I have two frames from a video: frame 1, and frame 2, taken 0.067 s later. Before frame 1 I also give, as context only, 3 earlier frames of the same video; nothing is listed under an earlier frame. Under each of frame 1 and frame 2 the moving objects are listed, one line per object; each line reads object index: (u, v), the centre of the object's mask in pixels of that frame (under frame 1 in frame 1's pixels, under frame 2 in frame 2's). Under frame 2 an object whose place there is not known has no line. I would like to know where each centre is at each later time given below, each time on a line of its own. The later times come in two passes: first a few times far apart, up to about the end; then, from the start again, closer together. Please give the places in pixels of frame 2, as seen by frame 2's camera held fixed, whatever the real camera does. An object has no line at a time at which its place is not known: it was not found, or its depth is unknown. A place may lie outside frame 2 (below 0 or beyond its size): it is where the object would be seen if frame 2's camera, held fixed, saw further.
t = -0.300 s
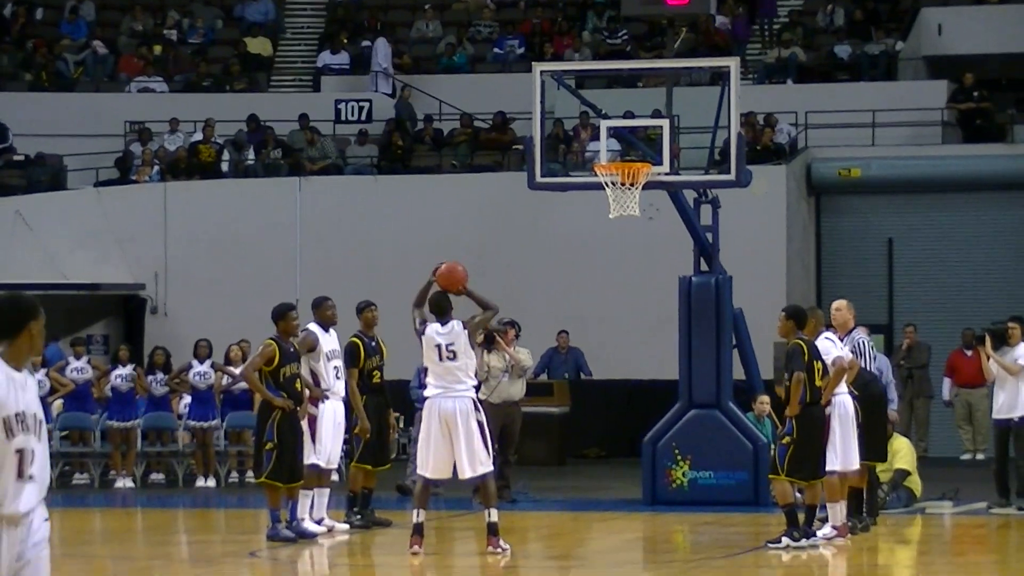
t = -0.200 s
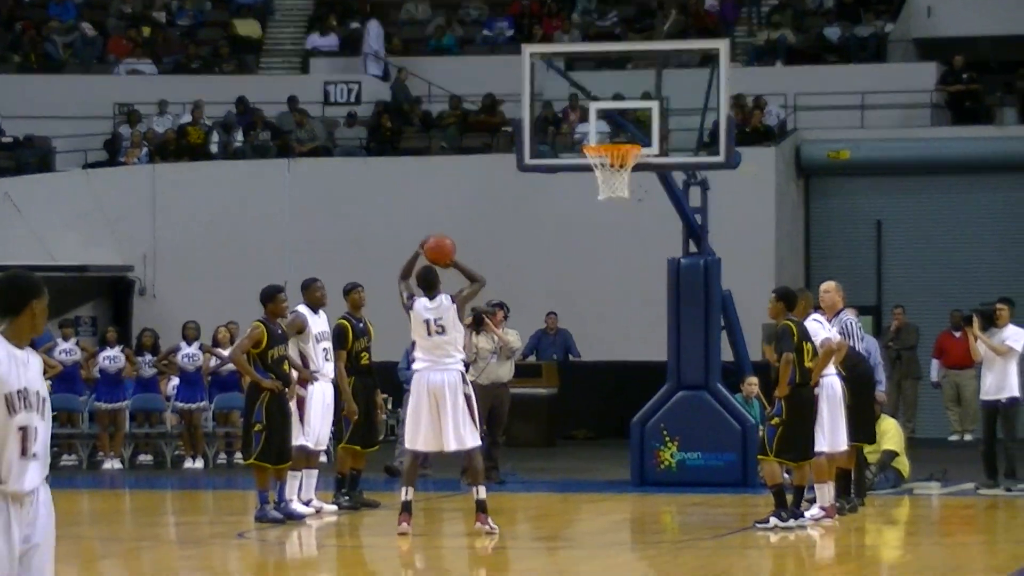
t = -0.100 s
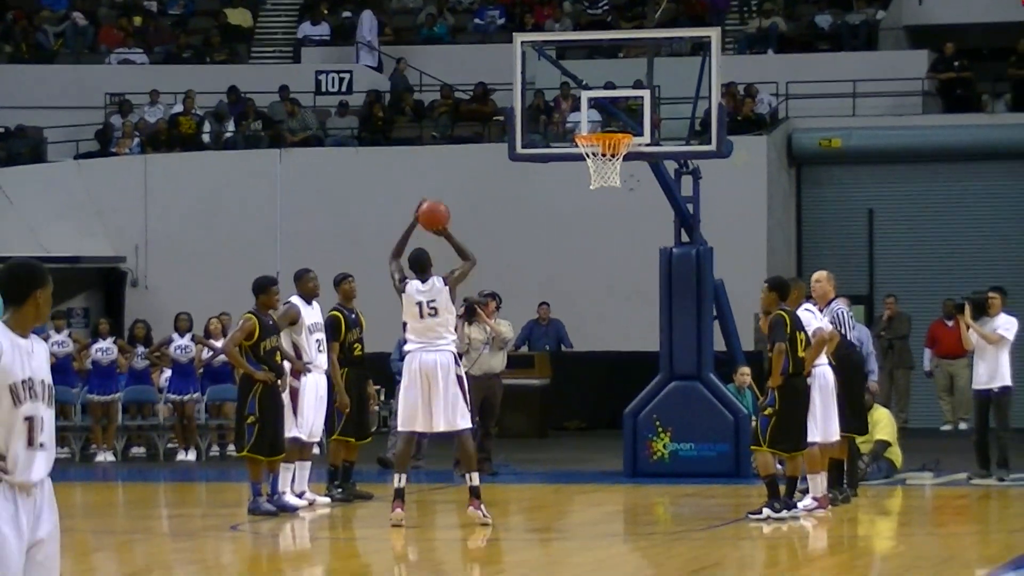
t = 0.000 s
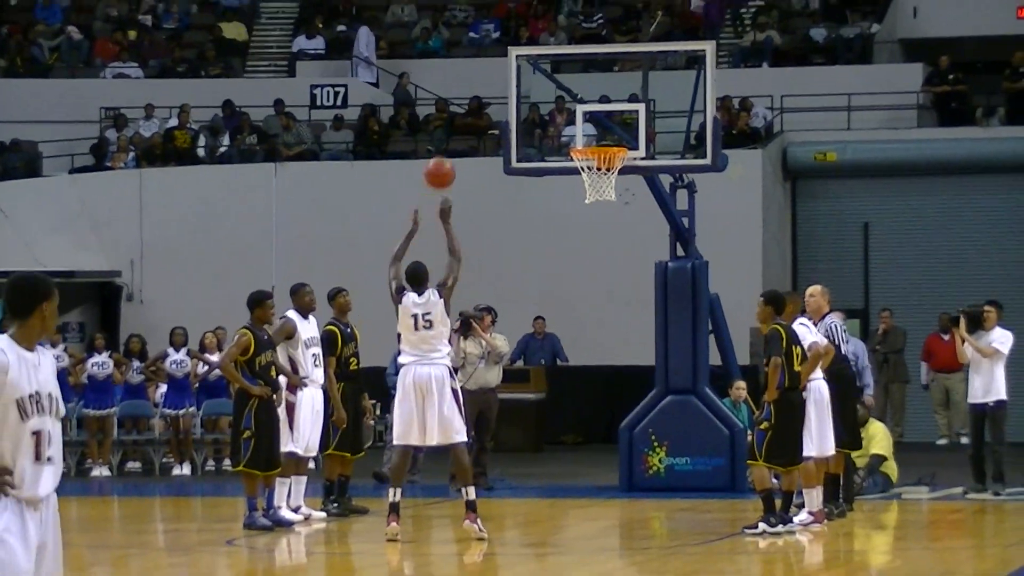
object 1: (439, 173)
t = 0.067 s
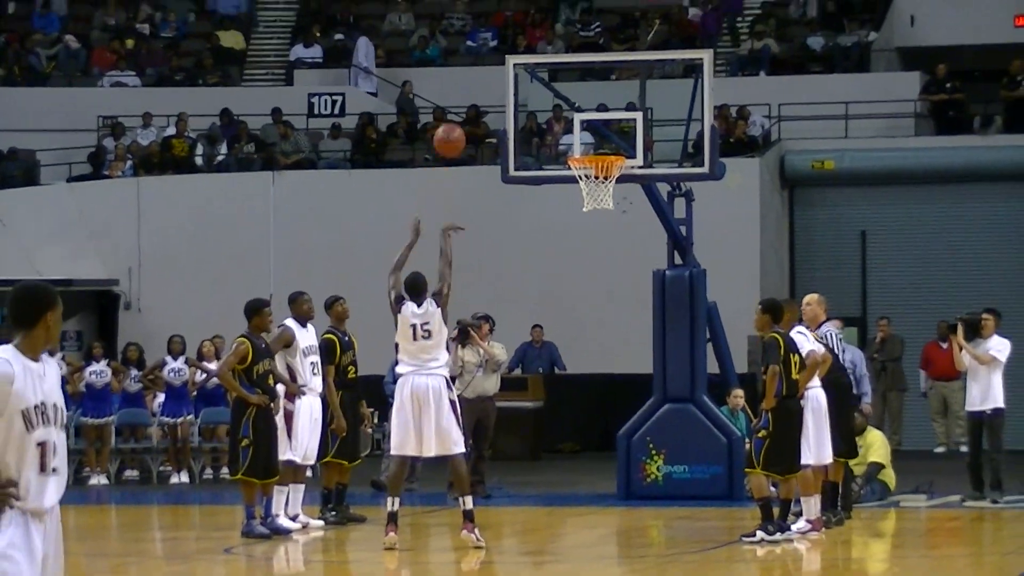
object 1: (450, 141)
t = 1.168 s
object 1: (604, 68)
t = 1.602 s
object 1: (617, 12)
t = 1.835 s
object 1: (627, 74)
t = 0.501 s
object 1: (523, 16)
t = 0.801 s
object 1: (571, 68)
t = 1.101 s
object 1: (602, 95)
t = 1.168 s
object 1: (604, 68)
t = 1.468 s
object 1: (613, 10)
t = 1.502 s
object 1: (614, 8)
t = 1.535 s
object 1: (615, 8)
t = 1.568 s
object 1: (615, 10)
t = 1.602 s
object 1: (617, 12)
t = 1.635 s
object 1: (619, 17)
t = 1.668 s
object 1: (619, 23)
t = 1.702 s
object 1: (622, 30)
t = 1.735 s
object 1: (623, 39)
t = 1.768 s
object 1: (623, 48)
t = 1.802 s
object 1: (625, 61)
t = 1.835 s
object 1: (627, 74)
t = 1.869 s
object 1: (629, 87)
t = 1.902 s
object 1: (630, 102)
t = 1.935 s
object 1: (631, 120)
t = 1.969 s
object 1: (633, 138)
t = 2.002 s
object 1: (635, 157)
